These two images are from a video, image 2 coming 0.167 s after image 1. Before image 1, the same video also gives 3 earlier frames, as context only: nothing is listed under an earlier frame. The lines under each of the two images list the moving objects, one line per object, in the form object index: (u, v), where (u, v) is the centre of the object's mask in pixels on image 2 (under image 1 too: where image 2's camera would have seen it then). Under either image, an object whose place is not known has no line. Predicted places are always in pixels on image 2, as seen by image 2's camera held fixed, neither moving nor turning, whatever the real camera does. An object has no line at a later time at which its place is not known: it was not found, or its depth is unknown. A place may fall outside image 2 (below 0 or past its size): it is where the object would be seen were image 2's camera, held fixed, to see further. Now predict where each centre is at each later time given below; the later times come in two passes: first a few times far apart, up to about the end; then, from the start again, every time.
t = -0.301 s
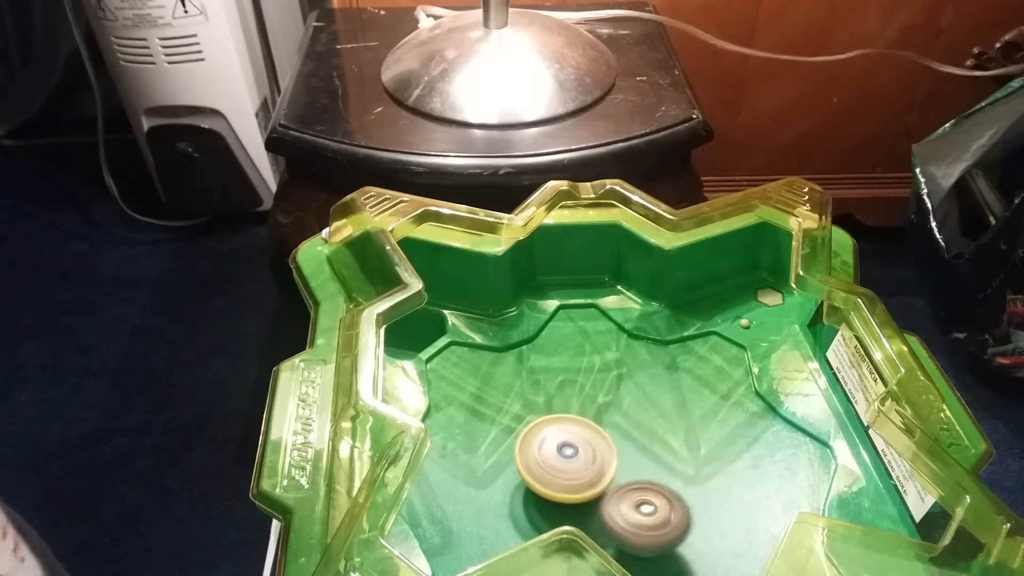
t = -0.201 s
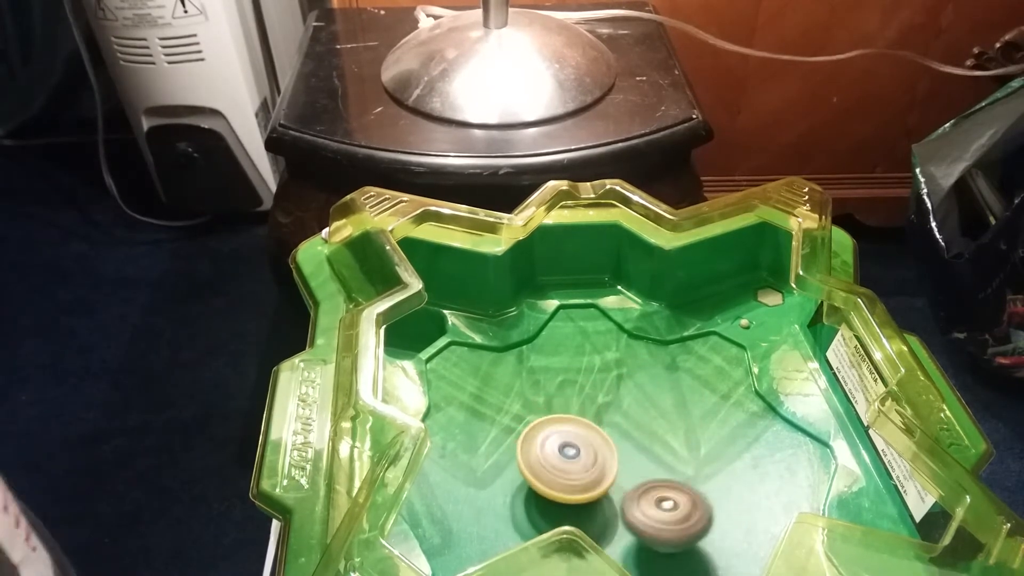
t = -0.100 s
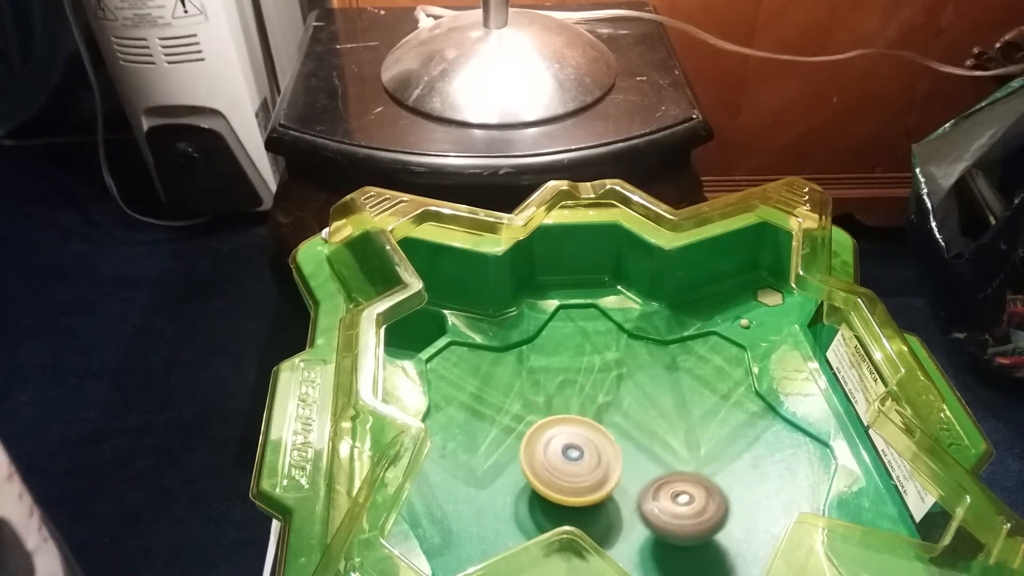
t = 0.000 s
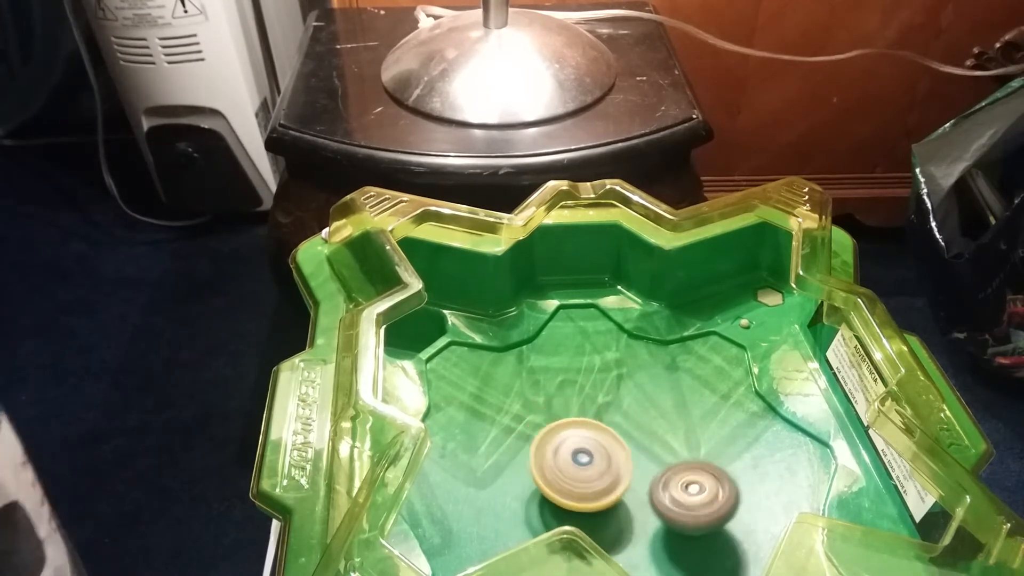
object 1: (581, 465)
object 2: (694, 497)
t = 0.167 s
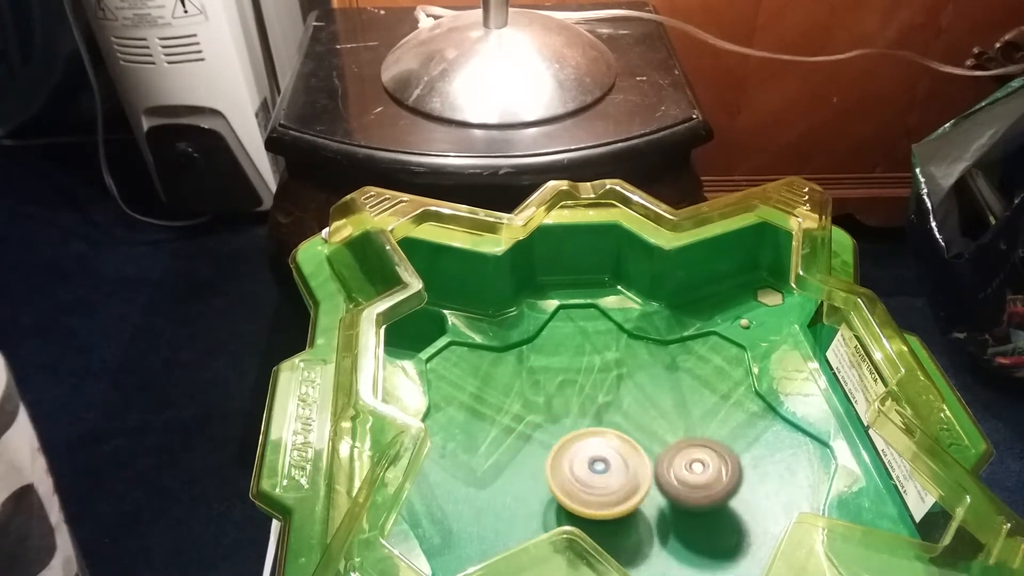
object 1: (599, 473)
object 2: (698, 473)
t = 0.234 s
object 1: (596, 477)
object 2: (698, 463)
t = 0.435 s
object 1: (592, 491)
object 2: (675, 444)
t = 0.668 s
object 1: (597, 506)
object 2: (636, 438)
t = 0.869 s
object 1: (607, 518)
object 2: (613, 444)
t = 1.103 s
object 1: (627, 531)
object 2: (608, 452)
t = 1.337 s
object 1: (648, 539)
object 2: (619, 451)
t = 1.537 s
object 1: (664, 536)
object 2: (638, 455)
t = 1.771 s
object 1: (689, 534)
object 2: (652, 440)
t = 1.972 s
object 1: (701, 521)
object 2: (656, 440)
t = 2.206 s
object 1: (711, 518)
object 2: (640, 440)
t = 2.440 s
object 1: (708, 514)
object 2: (617, 455)
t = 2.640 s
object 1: (711, 516)
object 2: (592, 470)
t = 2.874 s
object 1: (714, 514)
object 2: (580, 484)
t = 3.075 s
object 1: (705, 502)
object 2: (599, 492)
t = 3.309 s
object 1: (726, 485)
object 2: (613, 488)
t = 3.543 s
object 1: (734, 477)
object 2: (631, 470)
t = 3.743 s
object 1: (725, 475)
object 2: (602, 453)
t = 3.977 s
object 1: (698, 463)
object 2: (586, 454)
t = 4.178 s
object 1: (687, 446)
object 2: (593, 473)
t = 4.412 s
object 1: (686, 429)
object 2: (613, 493)
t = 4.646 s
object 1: (695, 429)
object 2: (643, 506)
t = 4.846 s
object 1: (683, 431)
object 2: (655, 508)
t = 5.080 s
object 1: (675, 424)
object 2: (656, 509)
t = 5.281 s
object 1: (670, 413)
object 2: (641, 505)
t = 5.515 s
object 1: (666, 419)
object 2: (623, 485)
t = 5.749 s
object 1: (651, 419)
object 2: (611, 498)
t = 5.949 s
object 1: (631, 420)
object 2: (620, 502)
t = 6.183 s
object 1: (615, 416)
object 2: (638, 492)
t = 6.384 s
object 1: (612, 413)
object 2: (656, 492)
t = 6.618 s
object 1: (611, 424)
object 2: (670, 486)
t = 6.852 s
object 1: (597, 432)
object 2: (677, 487)
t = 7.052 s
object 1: (587, 430)
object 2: (671, 491)
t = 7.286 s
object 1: (586, 439)
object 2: (667, 497)
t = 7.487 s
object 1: (585, 447)
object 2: (661, 498)
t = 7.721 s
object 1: (577, 447)
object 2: (666, 501)
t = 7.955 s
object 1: (579, 447)
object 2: (666, 492)
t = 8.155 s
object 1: (573, 453)
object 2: (673, 494)
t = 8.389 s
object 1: (568, 445)
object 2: (663, 485)
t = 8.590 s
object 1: (584, 442)
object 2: (672, 489)
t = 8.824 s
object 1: (612, 452)
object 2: (683, 505)
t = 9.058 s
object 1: (601, 452)
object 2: (654, 520)
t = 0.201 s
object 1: (597, 475)
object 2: (699, 468)
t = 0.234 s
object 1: (596, 477)
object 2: (698, 463)
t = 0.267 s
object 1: (595, 480)
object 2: (696, 459)
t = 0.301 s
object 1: (593, 483)
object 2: (693, 456)
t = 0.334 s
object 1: (593, 484)
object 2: (689, 452)
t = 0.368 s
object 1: (592, 487)
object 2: (685, 449)
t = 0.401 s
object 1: (592, 489)
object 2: (680, 447)
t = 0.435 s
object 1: (592, 491)
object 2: (675, 444)
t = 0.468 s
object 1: (593, 493)
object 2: (670, 443)
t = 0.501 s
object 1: (594, 494)
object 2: (663, 442)
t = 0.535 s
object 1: (594, 496)
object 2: (658, 440)
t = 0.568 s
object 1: (593, 500)
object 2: (652, 438)
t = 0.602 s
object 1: (594, 501)
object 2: (647, 438)
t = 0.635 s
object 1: (595, 504)
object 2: (642, 437)
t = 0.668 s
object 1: (597, 506)
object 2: (636, 438)
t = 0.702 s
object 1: (598, 507)
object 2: (632, 438)
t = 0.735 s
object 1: (599, 510)
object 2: (627, 439)
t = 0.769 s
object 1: (601, 512)
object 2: (622, 440)
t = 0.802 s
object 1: (602, 514)
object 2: (618, 440)
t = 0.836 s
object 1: (605, 517)
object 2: (616, 442)
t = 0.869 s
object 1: (607, 518)
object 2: (613, 444)
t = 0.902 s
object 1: (610, 521)
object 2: (609, 444)
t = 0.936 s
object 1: (612, 523)
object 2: (607, 445)
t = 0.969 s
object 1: (615, 525)
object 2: (608, 446)
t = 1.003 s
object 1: (618, 528)
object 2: (607, 446)
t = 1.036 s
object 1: (621, 529)
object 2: (607, 448)
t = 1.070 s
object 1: (624, 530)
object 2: (607, 450)
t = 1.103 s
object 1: (627, 531)
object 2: (608, 452)
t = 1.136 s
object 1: (630, 532)
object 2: (609, 453)
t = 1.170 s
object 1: (633, 534)
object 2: (609, 451)
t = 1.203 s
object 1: (636, 536)
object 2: (610, 451)
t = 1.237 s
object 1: (639, 537)
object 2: (613, 450)
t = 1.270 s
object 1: (642, 538)
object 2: (615, 450)
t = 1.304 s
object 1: (644, 539)
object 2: (616, 451)
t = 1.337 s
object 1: (648, 539)
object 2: (619, 451)
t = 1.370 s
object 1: (651, 539)
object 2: (622, 451)
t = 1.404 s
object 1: (653, 539)
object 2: (624, 451)
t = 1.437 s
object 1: (656, 539)
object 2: (628, 452)
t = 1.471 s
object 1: (659, 538)
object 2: (631, 453)
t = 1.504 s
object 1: (660, 538)
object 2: (634, 453)
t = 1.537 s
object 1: (664, 536)
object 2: (638, 455)
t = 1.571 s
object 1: (667, 536)
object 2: (640, 453)
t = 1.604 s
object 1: (670, 537)
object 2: (641, 450)
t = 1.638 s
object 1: (673, 537)
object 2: (644, 447)
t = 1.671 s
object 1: (678, 536)
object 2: (647, 445)
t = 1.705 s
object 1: (682, 535)
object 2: (649, 442)
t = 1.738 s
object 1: (686, 535)
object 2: (650, 441)
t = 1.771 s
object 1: (689, 534)
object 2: (652, 440)
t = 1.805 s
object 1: (692, 532)
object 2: (653, 439)
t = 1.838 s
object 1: (695, 531)
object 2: (654, 439)
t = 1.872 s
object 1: (697, 528)
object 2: (655, 439)
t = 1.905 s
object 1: (699, 526)
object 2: (656, 440)
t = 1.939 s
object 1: (700, 523)
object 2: (656, 440)
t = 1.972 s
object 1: (701, 521)
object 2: (656, 440)
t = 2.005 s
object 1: (703, 521)
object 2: (653, 440)
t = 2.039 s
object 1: (703, 519)
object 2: (651, 440)
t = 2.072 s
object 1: (706, 520)
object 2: (650, 438)
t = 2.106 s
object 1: (706, 519)
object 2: (647, 439)
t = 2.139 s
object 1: (710, 519)
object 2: (646, 439)
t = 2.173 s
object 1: (711, 519)
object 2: (643, 439)
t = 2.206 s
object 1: (711, 518)
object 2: (640, 440)
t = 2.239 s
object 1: (711, 517)
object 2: (637, 442)
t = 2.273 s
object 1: (708, 516)
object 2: (634, 444)
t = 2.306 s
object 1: (707, 513)
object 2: (632, 446)
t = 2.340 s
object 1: (706, 513)
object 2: (629, 450)
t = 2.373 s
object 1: (708, 515)
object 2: (624, 450)
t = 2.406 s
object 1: (707, 514)
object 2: (620, 453)
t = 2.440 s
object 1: (708, 514)
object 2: (617, 455)
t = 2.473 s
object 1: (705, 513)
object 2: (615, 459)
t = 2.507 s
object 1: (704, 511)
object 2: (613, 462)
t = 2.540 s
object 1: (703, 512)
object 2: (610, 465)
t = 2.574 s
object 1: (701, 512)
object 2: (606, 468)
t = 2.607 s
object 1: (708, 515)
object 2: (599, 469)
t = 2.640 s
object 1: (711, 516)
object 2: (592, 470)
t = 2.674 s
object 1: (712, 515)
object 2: (588, 473)
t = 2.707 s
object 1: (716, 515)
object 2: (585, 473)
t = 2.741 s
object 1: (717, 516)
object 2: (582, 476)
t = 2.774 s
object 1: (717, 516)
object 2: (580, 478)
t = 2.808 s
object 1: (718, 515)
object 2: (580, 480)
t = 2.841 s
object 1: (716, 515)
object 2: (580, 482)
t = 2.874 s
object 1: (714, 514)
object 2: (580, 484)
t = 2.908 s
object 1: (711, 512)
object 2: (582, 486)
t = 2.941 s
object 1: (709, 510)
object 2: (584, 487)
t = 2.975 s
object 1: (706, 508)
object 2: (589, 489)
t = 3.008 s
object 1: (704, 506)
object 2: (593, 490)
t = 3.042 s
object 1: (702, 504)
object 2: (598, 492)
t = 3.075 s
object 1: (705, 502)
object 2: (599, 492)
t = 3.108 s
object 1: (706, 500)
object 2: (602, 493)
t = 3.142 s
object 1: (710, 498)
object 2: (604, 492)
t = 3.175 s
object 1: (715, 495)
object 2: (604, 492)
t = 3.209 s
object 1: (720, 492)
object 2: (607, 492)
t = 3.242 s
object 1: (722, 490)
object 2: (608, 491)
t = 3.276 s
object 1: (724, 487)
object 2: (611, 489)
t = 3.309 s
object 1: (726, 485)
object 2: (613, 488)
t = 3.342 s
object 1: (729, 484)
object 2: (615, 486)
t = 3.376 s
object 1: (730, 482)
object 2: (618, 484)
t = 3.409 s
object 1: (733, 480)
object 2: (621, 481)
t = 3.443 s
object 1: (735, 479)
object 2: (623, 479)
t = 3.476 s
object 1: (735, 479)
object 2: (627, 476)
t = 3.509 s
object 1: (735, 477)
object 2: (628, 473)
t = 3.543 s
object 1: (734, 477)
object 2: (631, 470)
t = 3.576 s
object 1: (736, 477)
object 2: (626, 468)
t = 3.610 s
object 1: (736, 479)
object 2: (620, 464)
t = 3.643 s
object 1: (733, 477)
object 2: (615, 461)
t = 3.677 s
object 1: (733, 476)
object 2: (611, 458)
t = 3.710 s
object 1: (730, 476)
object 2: (607, 456)
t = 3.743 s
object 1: (725, 475)
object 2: (602, 453)
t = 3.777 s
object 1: (721, 474)
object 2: (598, 453)
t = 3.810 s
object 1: (719, 472)
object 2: (594, 451)
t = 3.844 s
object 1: (715, 471)
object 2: (591, 451)
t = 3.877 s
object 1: (711, 470)
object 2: (589, 451)
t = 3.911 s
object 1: (706, 467)
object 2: (587, 452)
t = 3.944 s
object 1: (703, 465)
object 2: (586, 452)
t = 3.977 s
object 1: (698, 463)
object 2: (586, 454)
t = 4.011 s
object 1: (695, 460)
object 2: (587, 455)
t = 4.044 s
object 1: (690, 457)
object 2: (588, 458)
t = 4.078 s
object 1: (687, 455)
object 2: (591, 460)
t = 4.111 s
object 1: (684, 452)
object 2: (594, 463)
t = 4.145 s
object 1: (686, 448)
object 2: (594, 468)
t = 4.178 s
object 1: (687, 446)
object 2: (593, 473)
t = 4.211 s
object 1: (686, 443)
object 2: (594, 476)
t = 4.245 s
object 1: (685, 440)
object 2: (595, 478)
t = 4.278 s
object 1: (685, 436)
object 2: (596, 481)
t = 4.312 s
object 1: (686, 434)
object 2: (600, 485)
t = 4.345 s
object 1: (685, 433)
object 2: (604, 489)
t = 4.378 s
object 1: (685, 431)
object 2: (609, 491)
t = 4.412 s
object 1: (686, 429)
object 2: (613, 493)
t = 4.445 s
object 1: (688, 428)
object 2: (619, 495)
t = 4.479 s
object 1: (689, 428)
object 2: (625, 496)
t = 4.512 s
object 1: (689, 429)
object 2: (630, 496)
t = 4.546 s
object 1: (689, 430)
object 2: (636, 495)
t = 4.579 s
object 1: (689, 431)
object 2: (641, 495)
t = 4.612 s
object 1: (693, 428)
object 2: (641, 502)
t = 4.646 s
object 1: (695, 429)
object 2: (643, 506)
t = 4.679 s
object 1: (692, 429)
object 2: (647, 508)
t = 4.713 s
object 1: (690, 428)
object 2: (648, 509)
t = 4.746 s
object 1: (691, 428)
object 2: (651, 510)
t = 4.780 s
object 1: (689, 430)
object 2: (652, 510)
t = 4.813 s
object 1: (686, 431)
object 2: (654, 509)
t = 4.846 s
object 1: (683, 431)
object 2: (655, 508)
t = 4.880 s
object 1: (681, 432)
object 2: (657, 507)
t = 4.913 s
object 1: (679, 432)
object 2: (657, 505)
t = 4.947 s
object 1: (678, 433)
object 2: (658, 504)
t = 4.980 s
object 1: (676, 432)
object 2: (658, 504)
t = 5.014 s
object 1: (676, 431)
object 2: (658, 504)
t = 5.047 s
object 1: (675, 427)
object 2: (658, 507)
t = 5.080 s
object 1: (675, 424)
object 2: (656, 509)
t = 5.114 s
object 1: (674, 423)
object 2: (655, 510)
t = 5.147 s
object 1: (671, 420)
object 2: (653, 510)
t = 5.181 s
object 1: (670, 417)
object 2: (650, 510)
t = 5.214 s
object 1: (670, 415)
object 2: (647, 509)
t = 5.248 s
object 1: (671, 414)
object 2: (644, 507)
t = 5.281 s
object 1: (670, 413)
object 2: (641, 505)
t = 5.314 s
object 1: (670, 412)
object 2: (637, 502)
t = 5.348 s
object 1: (671, 412)
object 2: (635, 500)
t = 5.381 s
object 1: (671, 413)
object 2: (633, 497)
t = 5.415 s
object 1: (671, 416)
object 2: (631, 495)
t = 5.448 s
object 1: (668, 417)
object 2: (628, 491)
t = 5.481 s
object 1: (667, 417)
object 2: (626, 489)
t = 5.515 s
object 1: (666, 419)
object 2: (623, 485)
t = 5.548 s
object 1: (665, 420)
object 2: (620, 487)
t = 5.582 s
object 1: (667, 418)
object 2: (619, 490)
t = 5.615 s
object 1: (665, 418)
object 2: (617, 491)
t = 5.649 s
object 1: (661, 419)
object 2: (616, 491)
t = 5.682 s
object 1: (656, 419)
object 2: (612, 493)
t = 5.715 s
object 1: (654, 418)
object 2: (611, 495)
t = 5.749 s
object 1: (651, 419)
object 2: (611, 498)
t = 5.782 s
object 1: (648, 419)
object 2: (610, 499)
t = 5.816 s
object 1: (644, 420)
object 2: (611, 500)
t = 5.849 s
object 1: (640, 419)
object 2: (612, 501)
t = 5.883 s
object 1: (638, 419)
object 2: (614, 502)
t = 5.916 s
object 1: (635, 420)
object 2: (617, 502)
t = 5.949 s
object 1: (631, 420)
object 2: (620, 502)
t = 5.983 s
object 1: (627, 419)
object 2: (622, 501)
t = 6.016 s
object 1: (625, 418)
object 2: (625, 500)
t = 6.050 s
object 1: (623, 419)
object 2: (628, 499)
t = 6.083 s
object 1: (620, 419)
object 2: (630, 497)
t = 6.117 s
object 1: (617, 419)
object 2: (633, 495)
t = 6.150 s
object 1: (615, 417)
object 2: (635, 494)
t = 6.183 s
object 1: (615, 416)
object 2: (638, 492)
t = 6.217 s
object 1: (614, 414)
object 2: (642, 493)
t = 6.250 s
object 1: (615, 412)
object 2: (647, 494)
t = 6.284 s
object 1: (615, 414)
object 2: (650, 494)
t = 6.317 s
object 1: (613, 415)
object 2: (652, 494)
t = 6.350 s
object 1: (611, 413)
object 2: (653, 493)
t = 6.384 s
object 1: (612, 413)
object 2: (656, 492)
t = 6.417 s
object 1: (613, 413)
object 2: (657, 490)
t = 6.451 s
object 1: (614, 415)
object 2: (660, 488)
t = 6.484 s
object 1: (612, 417)
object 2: (663, 487)
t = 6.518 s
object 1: (611, 417)
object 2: (665, 487)
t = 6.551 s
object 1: (613, 419)
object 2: (669, 487)
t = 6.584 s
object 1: (612, 422)
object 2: (670, 486)
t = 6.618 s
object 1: (611, 424)
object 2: (670, 486)
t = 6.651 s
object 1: (610, 426)
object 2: (673, 485)
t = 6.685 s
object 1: (608, 427)
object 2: (673, 484)
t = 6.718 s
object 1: (606, 429)
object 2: (674, 484)
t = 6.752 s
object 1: (602, 429)
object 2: (677, 485)
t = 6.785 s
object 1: (601, 431)
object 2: (677, 485)
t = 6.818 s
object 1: (600, 432)
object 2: (678, 487)
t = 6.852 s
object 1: (597, 432)
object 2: (677, 487)
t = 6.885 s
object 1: (594, 432)
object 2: (674, 488)
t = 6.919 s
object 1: (591, 431)
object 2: (672, 489)
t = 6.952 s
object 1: (591, 431)
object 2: (669, 487)
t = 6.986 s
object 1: (589, 431)
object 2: (668, 489)
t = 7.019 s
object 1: (587, 430)
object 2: (671, 491)
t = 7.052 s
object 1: (587, 430)
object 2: (671, 491)
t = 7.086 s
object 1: (587, 430)
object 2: (671, 492)
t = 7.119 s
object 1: (587, 431)
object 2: (670, 495)
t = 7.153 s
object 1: (587, 432)
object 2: (671, 496)
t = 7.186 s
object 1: (587, 433)
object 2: (672, 495)
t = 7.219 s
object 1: (586, 435)
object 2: (670, 496)
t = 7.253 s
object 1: (586, 437)
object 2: (668, 497)
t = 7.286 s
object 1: (586, 439)
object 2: (667, 497)
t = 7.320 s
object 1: (586, 441)
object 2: (666, 497)
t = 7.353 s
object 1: (587, 445)
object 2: (662, 496)
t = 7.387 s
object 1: (586, 447)
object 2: (660, 497)
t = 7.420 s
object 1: (585, 447)
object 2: (660, 497)
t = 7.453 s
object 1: (585, 447)
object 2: (661, 498)
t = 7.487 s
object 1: (585, 447)
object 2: (661, 498)
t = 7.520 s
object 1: (582, 447)
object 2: (662, 500)
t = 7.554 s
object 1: (579, 445)
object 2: (664, 502)
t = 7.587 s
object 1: (576, 443)
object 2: (665, 502)
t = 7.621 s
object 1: (576, 443)
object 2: (665, 503)
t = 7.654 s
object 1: (577, 444)
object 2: (665, 503)
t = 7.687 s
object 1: (577, 445)
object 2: (665, 502)
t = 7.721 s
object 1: (577, 447)
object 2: (666, 501)
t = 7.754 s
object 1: (575, 449)
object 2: (666, 500)
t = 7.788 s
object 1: (574, 450)
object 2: (664, 498)
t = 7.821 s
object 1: (575, 450)
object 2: (663, 497)
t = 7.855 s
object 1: (576, 451)
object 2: (662, 496)
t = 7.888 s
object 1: (574, 449)
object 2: (666, 496)
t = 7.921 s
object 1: (575, 447)
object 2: (667, 493)
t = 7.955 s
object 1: (579, 447)
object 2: (666, 492)
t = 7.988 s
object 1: (581, 451)
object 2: (665, 492)
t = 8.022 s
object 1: (580, 454)
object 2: (662, 492)
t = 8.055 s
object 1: (577, 455)
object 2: (662, 494)
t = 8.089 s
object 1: (576, 455)
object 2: (663, 495)
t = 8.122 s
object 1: (576, 455)
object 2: (665, 495)
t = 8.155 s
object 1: (573, 453)
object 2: (673, 494)
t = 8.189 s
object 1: (574, 453)
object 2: (671, 492)
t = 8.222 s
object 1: (574, 454)
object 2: (670, 491)
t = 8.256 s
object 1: (569, 451)
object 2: (670, 491)
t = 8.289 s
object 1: (565, 448)
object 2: (669, 489)
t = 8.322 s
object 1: (565, 446)
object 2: (668, 488)
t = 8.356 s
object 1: (566, 445)
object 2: (666, 486)
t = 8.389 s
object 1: (568, 445)
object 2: (663, 485)
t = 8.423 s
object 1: (569, 446)
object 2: (662, 485)
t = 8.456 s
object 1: (570, 446)
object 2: (661, 483)
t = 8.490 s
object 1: (572, 447)
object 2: (658, 483)
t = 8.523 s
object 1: (575, 446)
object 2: (659, 483)
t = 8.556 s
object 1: (579, 443)
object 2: (666, 487)
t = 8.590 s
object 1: (584, 442)
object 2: (672, 489)
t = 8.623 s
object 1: (593, 444)
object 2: (675, 489)
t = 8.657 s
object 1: (601, 444)
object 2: (677, 489)
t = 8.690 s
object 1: (608, 445)
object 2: (683, 491)
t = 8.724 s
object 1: (610, 445)
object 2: (685, 495)
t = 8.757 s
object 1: (611, 447)
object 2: (685, 497)
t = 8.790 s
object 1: (612, 450)
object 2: (685, 501)
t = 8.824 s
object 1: (612, 452)
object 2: (683, 505)
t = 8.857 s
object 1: (613, 454)
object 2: (680, 509)
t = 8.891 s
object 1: (613, 455)
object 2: (676, 512)
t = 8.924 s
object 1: (613, 456)
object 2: (671, 515)
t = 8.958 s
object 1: (612, 456)
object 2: (666, 518)
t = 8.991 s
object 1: (608, 457)
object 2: (660, 520)
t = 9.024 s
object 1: (603, 454)
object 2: (657, 520)
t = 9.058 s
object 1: (601, 452)
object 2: (654, 520)
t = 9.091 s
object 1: (600, 450)
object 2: (650, 520)
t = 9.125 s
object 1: (600, 448)
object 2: (645, 520)
